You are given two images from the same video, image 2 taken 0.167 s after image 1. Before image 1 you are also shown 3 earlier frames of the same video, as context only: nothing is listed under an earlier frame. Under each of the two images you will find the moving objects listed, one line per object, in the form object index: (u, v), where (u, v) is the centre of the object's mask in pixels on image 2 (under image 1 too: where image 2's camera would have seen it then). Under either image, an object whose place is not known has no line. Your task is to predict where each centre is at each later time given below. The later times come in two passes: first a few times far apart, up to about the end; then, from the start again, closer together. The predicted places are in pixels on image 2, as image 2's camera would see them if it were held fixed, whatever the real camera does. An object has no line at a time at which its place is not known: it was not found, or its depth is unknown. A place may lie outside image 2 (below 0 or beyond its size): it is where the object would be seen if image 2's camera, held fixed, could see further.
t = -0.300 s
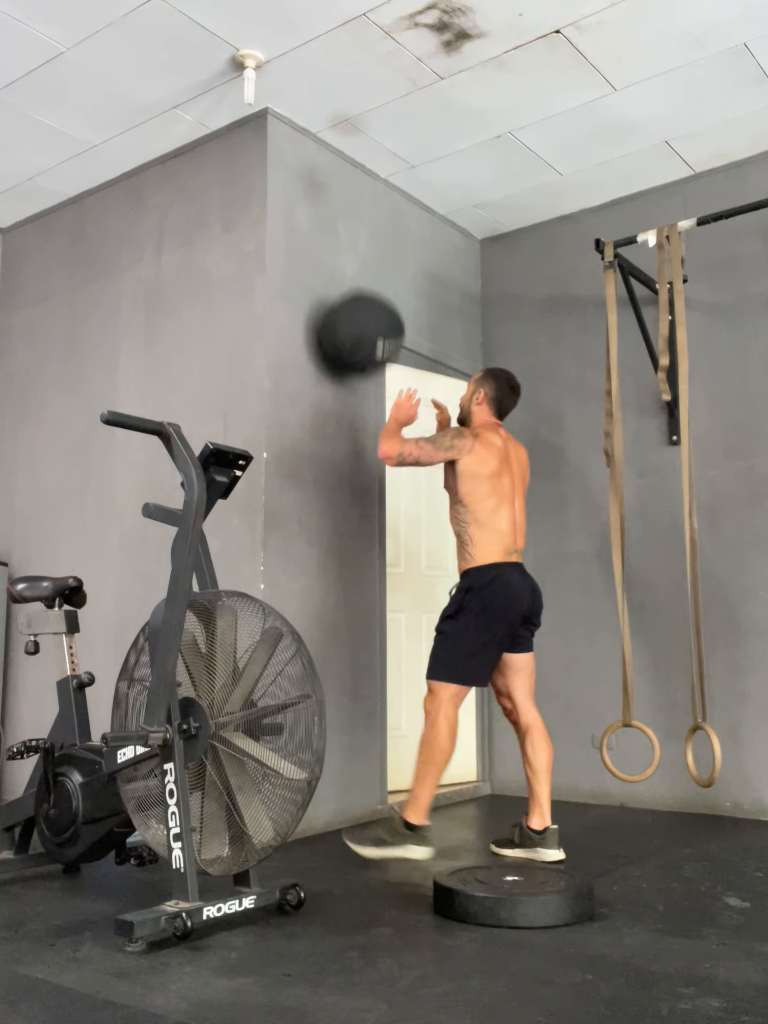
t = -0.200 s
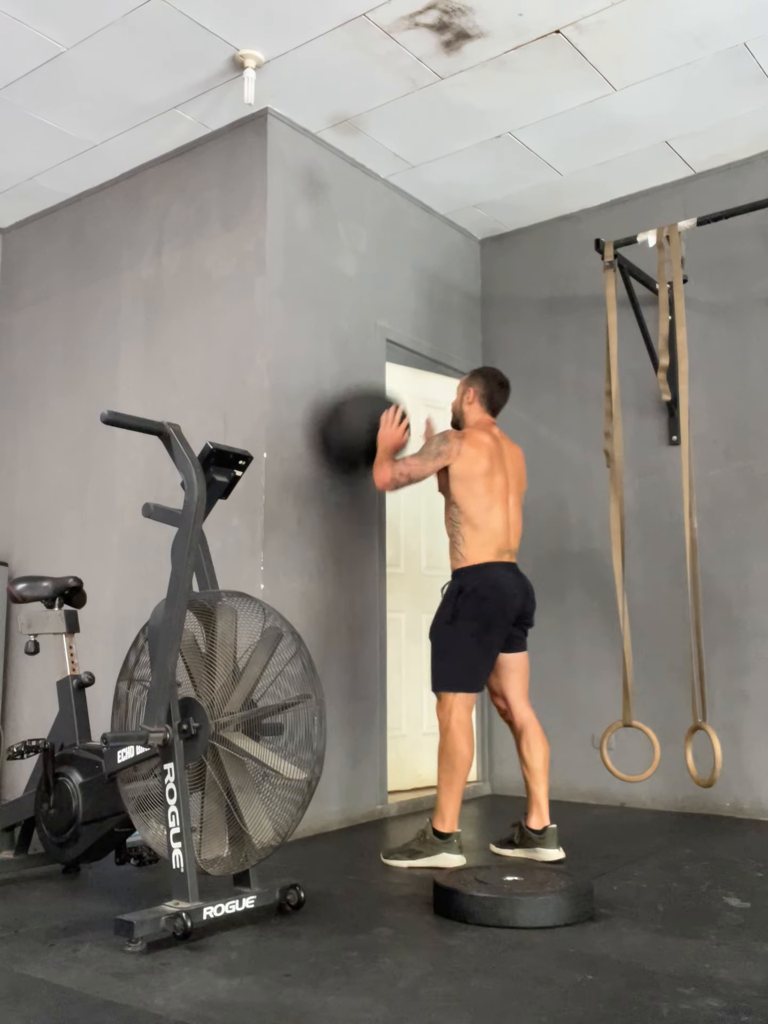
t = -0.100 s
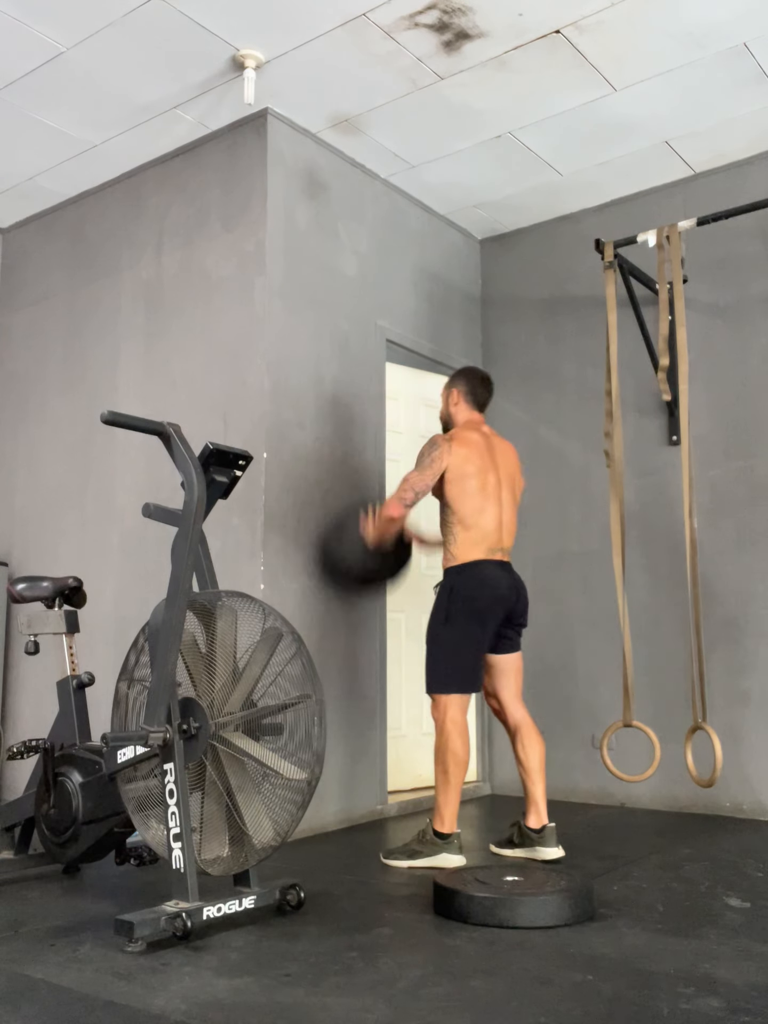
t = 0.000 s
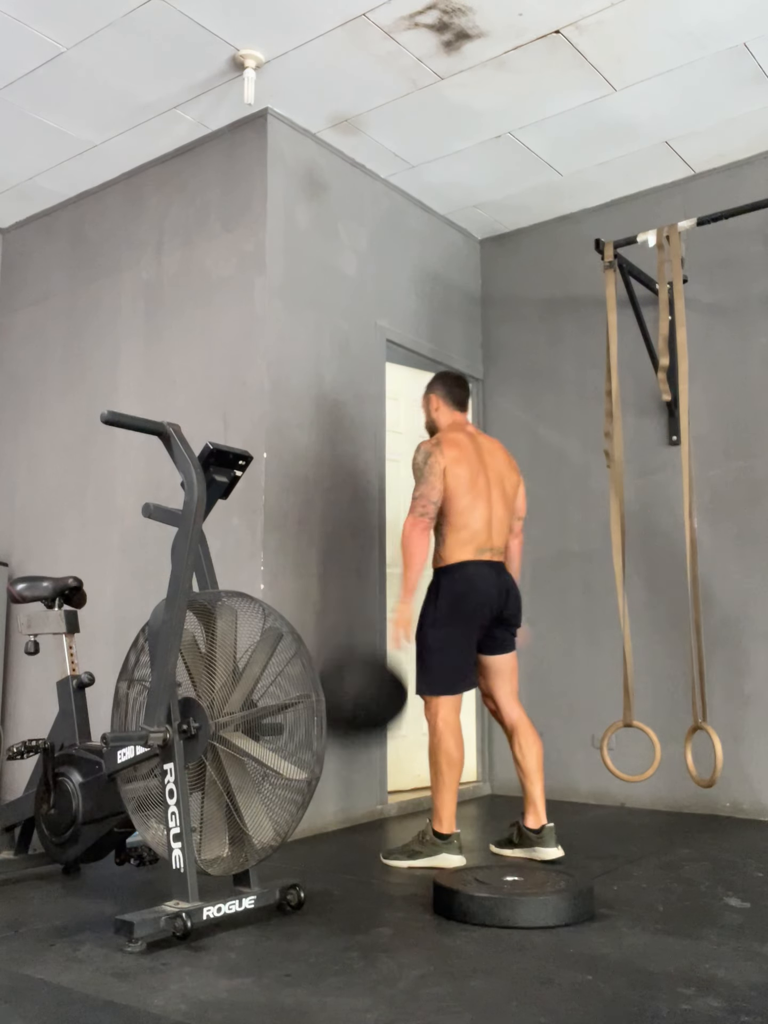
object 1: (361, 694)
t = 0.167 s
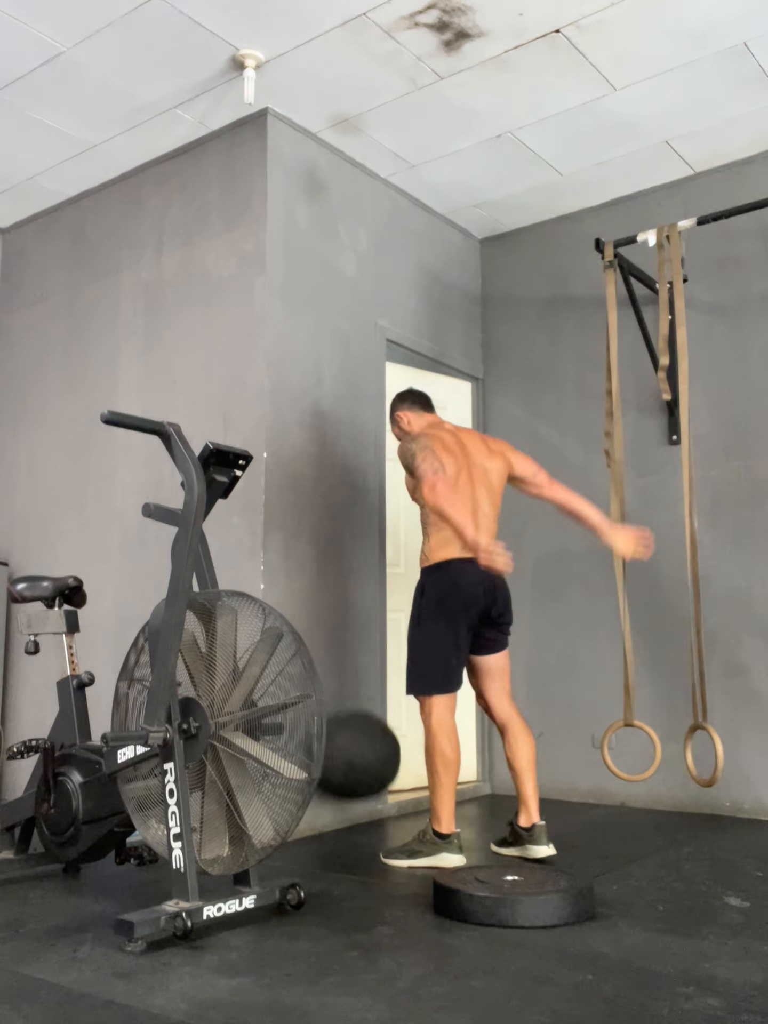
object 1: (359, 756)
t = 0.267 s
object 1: (358, 720)
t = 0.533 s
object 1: (352, 756)
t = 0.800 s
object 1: (347, 787)
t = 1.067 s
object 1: (344, 803)
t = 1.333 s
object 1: (345, 802)
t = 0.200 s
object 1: (359, 741)
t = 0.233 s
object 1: (358, 730)
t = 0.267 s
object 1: (358, 720)
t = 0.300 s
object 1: (357, 715)
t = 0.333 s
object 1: (356, 712)
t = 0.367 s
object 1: (356, 712)
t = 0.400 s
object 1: (355, 715)
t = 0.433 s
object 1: (355, 720)
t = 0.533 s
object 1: (352, 756)
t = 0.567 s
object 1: (350, 773)
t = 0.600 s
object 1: (346, 796)
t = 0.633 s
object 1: (344, 806)
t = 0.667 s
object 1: (345, 801)
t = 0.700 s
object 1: (346, 794)
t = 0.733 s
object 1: (347, 788)
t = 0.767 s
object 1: (347, 786)
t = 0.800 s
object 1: (347, 787)
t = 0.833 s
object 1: (345, 793)
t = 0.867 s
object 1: (344, 799)
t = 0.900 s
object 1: (343, 805)
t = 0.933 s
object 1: (343, 803)
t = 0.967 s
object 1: (344, 801)
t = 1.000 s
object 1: (344, 800)
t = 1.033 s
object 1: (344, 801)
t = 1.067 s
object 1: (344, 803)
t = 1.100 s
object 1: (344, 802)
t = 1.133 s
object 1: (344, 802)
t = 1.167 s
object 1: (345, 801)
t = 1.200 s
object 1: (345, 802)
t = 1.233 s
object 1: (345, 802)
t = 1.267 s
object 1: (345, 802)
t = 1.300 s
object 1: (345, 802)
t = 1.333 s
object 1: (345, 802)
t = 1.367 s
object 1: (345, 802)
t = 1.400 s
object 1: (345, 802)
